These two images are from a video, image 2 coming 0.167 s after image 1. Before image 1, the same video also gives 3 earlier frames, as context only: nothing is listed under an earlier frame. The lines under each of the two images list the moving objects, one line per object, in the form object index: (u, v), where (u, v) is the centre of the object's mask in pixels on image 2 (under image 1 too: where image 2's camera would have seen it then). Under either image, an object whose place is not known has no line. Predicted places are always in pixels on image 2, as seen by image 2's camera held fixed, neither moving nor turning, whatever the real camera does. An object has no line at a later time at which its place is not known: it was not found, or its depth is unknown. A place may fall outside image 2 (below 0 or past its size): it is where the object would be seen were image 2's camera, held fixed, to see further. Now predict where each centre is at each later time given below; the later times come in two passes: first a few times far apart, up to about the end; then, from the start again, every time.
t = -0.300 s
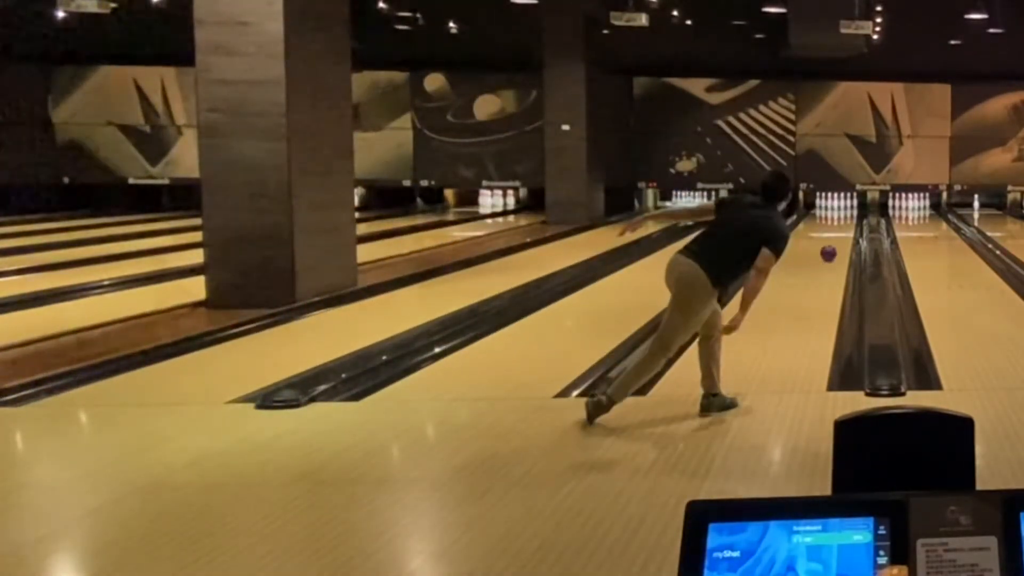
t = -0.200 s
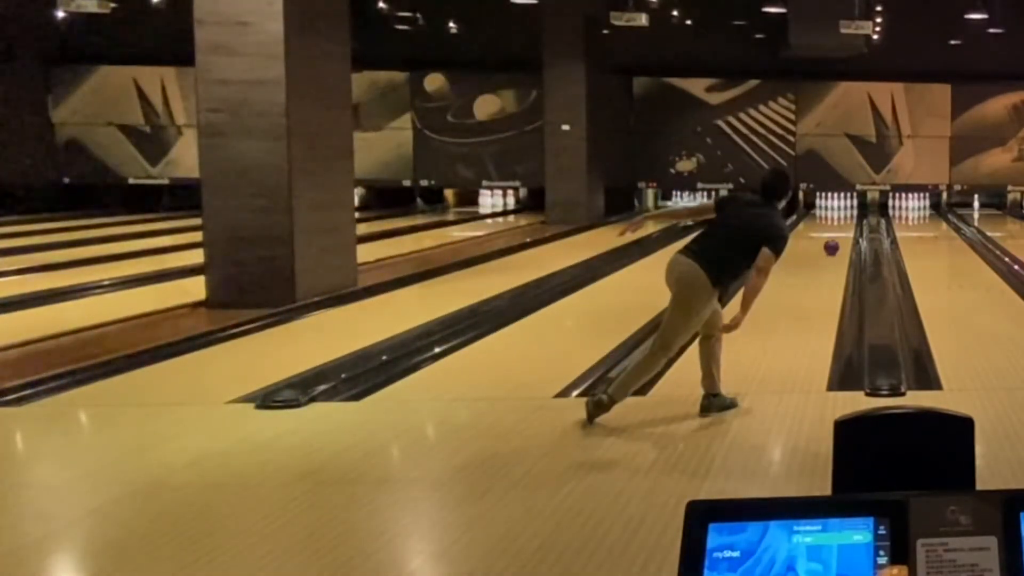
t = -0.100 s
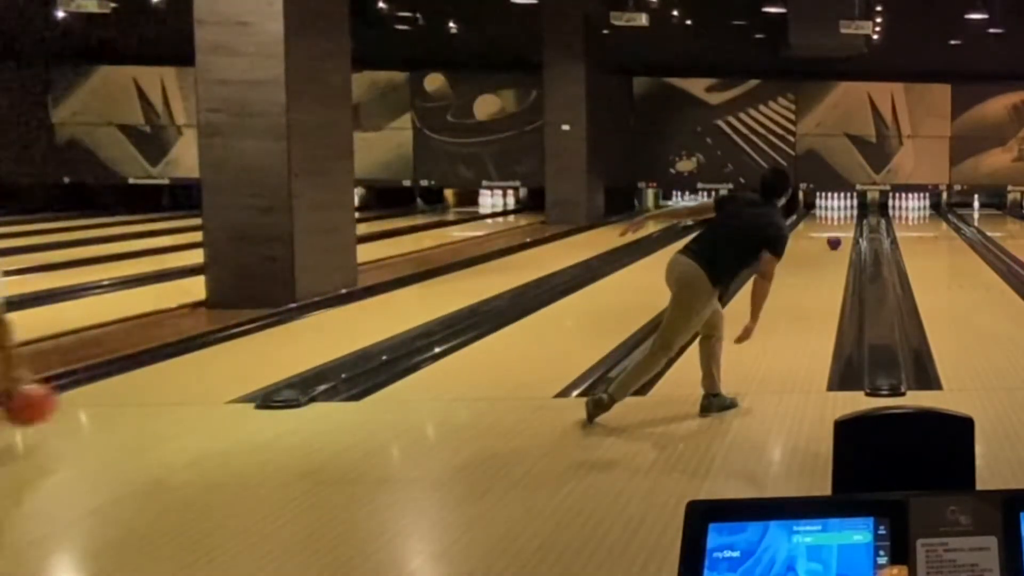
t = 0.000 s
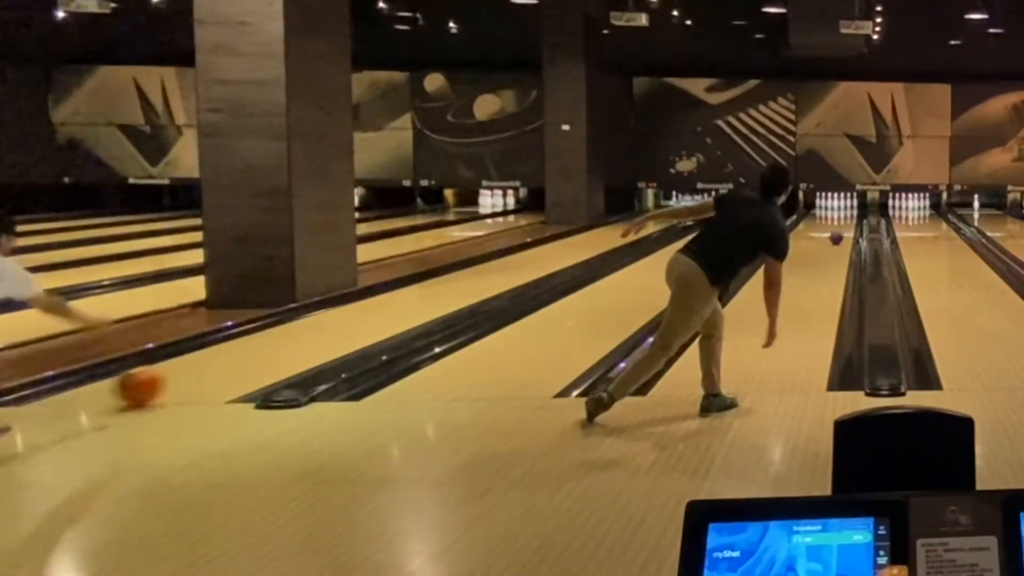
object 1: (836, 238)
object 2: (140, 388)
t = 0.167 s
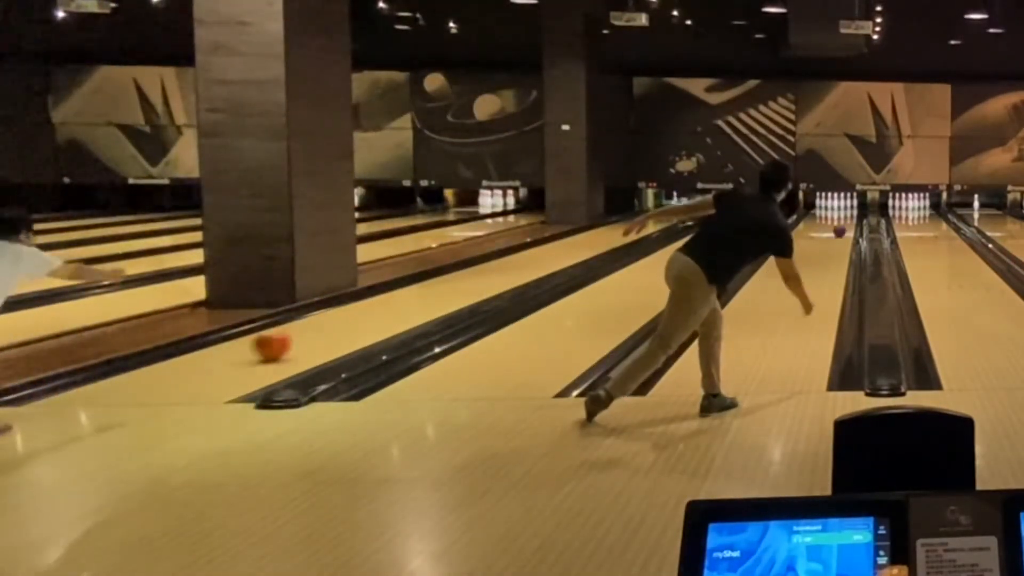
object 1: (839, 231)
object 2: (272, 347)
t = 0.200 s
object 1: (840, 230)
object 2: (293, 340)
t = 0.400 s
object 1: (842, 225)
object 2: (395, 307)
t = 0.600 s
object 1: (843, 218)
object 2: (468, 284)
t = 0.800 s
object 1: (844, 213)
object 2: (522, 268)
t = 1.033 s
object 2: (570, 253)
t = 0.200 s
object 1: (840, 230)
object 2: (293, 340)
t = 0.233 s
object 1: (840, 228)
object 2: (313, 333)
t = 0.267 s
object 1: (840, 228)
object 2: (331, 327)
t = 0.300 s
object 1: (841, 227)
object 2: (348, 322)
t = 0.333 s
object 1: (841, 226)
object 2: (365, 316)
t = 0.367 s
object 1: (842, 225)
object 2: (381, 311)
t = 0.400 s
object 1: (842, 225)
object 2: (395, 307)
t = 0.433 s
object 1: (842, 223)
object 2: (408, 303)
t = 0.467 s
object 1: (843, 222)
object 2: (422, 298)
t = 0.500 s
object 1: (843, 221)
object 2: (434, 294)
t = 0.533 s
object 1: (843, 220)
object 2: (446, 291)
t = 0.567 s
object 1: (843, 219)
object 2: (457, 288)
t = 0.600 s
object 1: (843, 218)
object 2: (468, 284)
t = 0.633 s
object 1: (844, 217)
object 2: (477, 282)
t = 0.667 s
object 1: (844, 217)
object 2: (487, 279)
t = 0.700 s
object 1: (844, 216)
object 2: (497, 276)
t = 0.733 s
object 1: (844, 215)
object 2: (506, 273)
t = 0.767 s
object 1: (844, 214)
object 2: (514, 271)
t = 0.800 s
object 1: (844, 213)
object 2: (522, 268)
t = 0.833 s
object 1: (844, 213)
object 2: (530, 265)
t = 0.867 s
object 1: (844, 212)
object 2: (538, 264)
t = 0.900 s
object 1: (844, 211)
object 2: (545, 261)
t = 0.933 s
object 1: (844, 211)
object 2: (551, 259)
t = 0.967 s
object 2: (558, 257)
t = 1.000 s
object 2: (565, 255)
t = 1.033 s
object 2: (570, 253)
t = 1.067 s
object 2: (576, 252)
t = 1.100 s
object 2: (582, 250)
